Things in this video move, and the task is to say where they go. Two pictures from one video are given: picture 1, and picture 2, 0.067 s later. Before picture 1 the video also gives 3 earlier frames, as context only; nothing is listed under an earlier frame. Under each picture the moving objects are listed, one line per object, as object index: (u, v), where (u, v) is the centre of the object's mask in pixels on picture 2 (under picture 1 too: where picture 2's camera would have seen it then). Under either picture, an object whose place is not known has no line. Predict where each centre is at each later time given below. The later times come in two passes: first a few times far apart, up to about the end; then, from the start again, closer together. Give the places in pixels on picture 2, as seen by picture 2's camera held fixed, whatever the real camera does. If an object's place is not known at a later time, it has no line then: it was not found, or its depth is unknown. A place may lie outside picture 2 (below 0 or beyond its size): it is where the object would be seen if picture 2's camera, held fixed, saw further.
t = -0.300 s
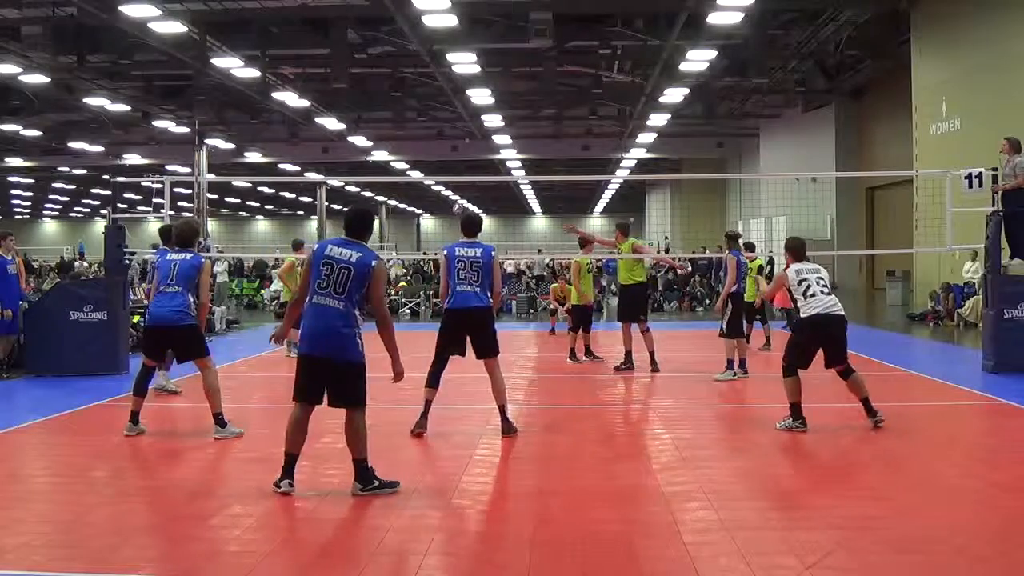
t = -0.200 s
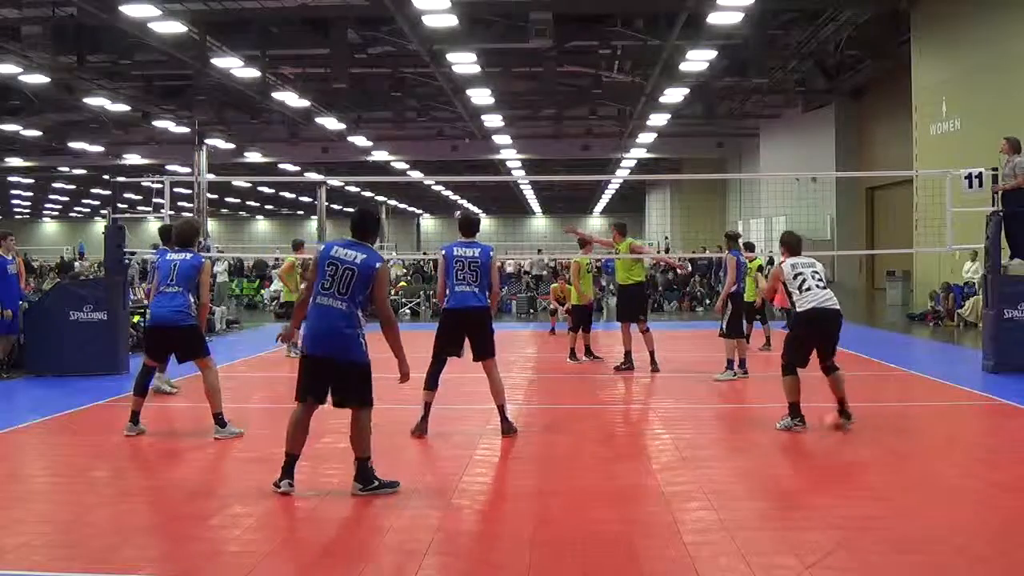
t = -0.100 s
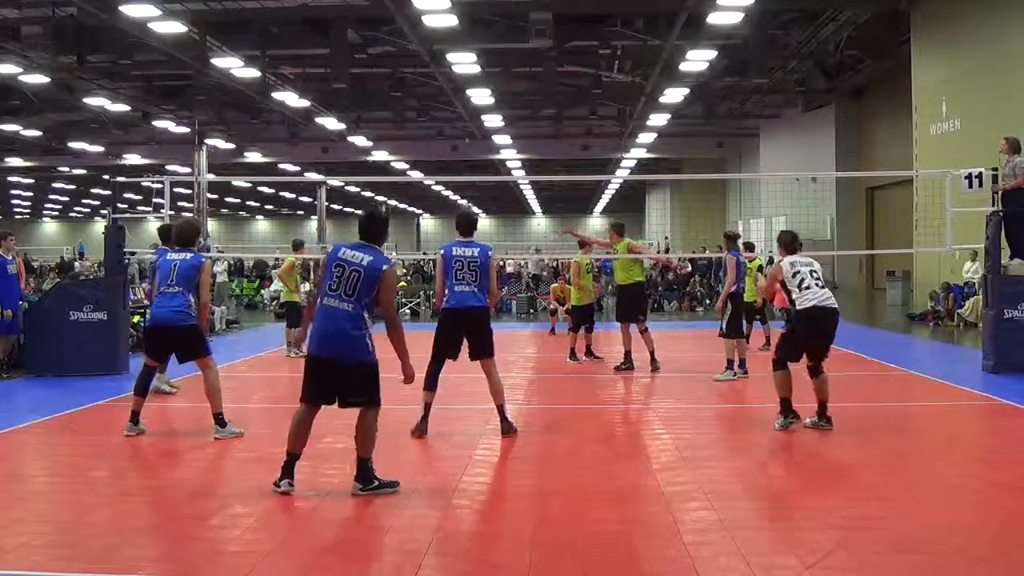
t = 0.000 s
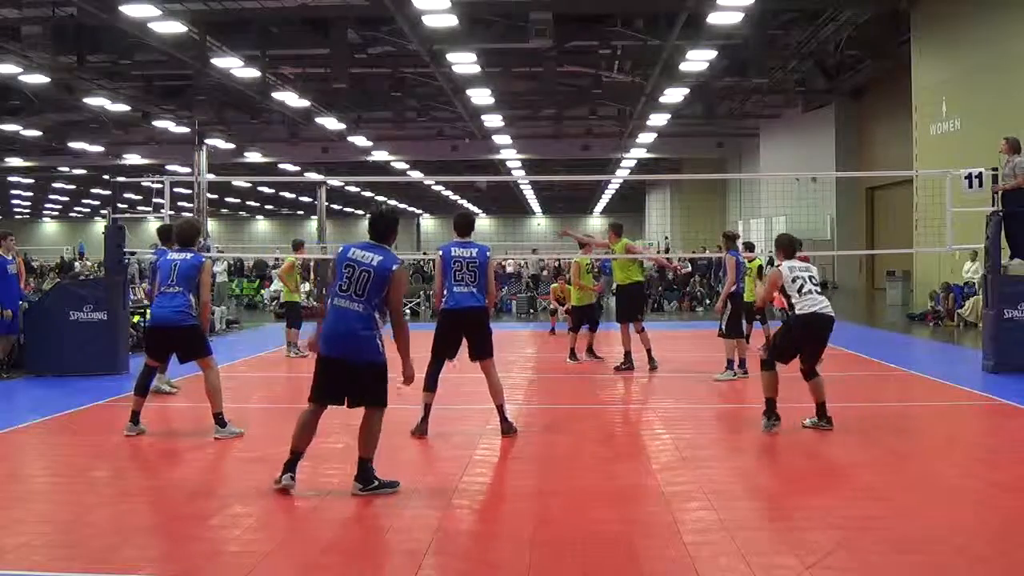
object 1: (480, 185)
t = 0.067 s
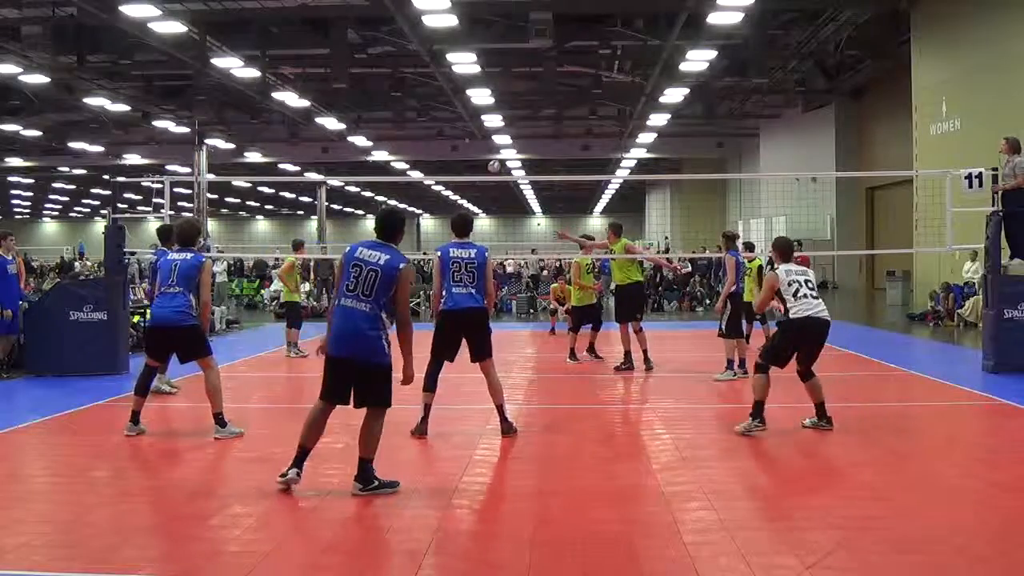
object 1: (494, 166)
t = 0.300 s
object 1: (537, 122)
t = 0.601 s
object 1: (628, 109)
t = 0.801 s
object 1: (728, 146)
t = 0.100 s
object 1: (497, 163)
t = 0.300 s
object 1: (537, 122)
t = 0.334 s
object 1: (545, 119)
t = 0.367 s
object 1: (553, 115)
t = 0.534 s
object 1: (604, 106)
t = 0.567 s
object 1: (616, 106)
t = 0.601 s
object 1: (628, 109)
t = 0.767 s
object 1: (708, 137)
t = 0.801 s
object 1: (728, 146)
